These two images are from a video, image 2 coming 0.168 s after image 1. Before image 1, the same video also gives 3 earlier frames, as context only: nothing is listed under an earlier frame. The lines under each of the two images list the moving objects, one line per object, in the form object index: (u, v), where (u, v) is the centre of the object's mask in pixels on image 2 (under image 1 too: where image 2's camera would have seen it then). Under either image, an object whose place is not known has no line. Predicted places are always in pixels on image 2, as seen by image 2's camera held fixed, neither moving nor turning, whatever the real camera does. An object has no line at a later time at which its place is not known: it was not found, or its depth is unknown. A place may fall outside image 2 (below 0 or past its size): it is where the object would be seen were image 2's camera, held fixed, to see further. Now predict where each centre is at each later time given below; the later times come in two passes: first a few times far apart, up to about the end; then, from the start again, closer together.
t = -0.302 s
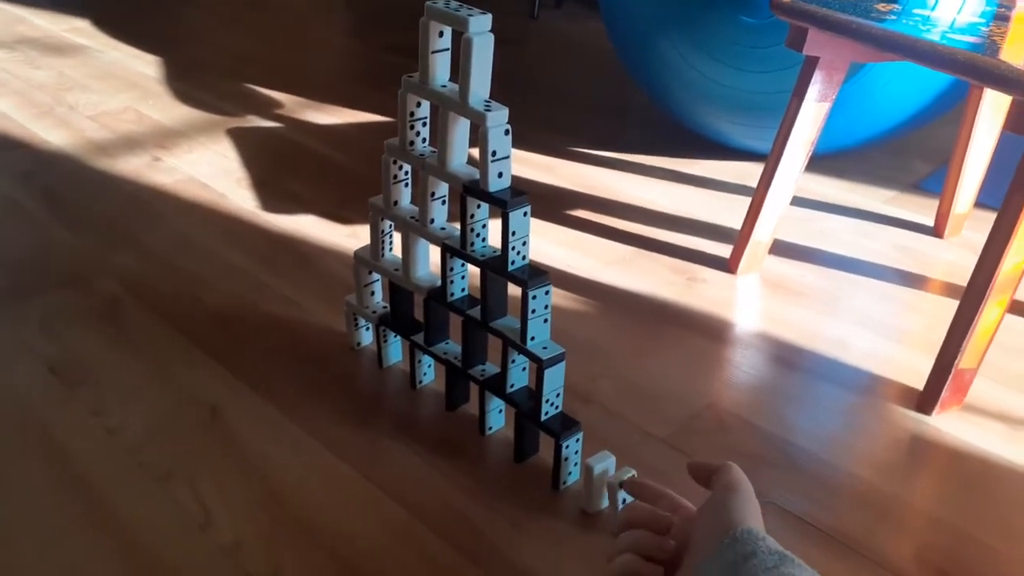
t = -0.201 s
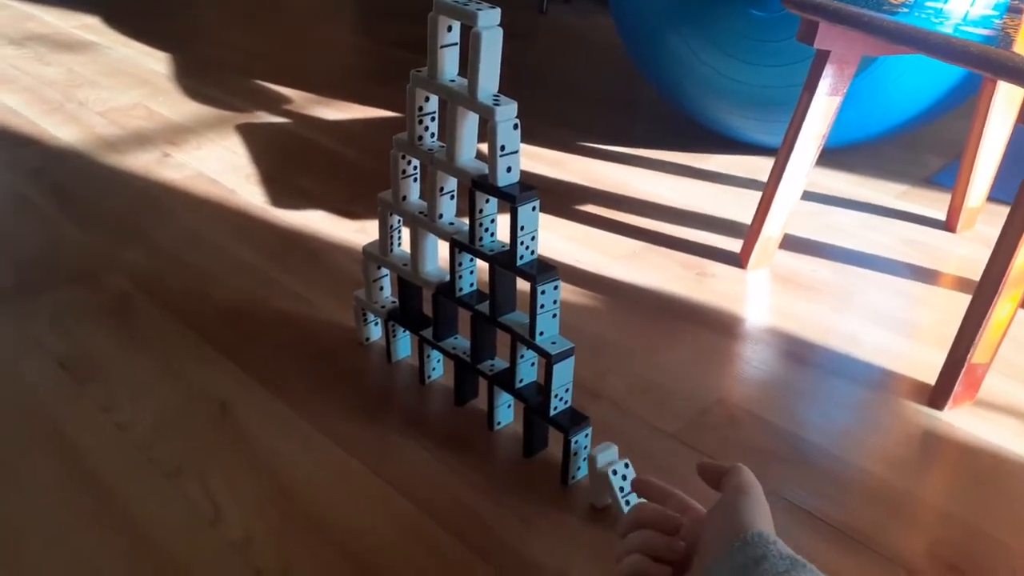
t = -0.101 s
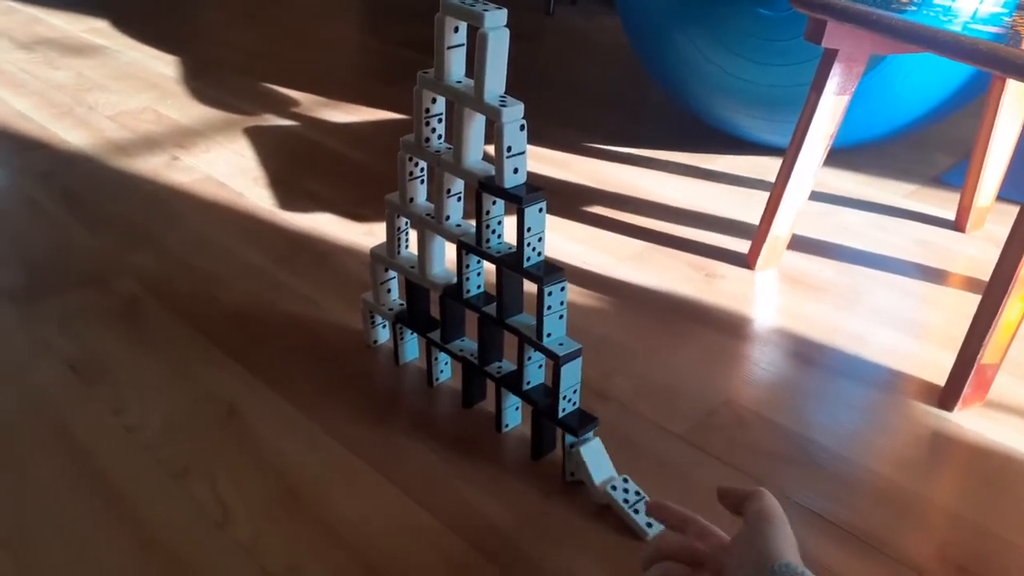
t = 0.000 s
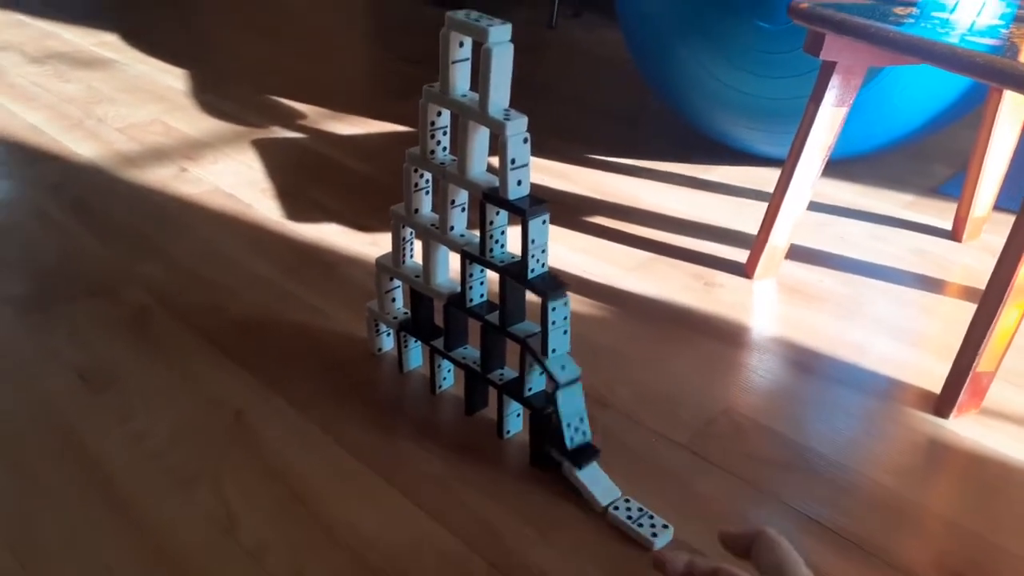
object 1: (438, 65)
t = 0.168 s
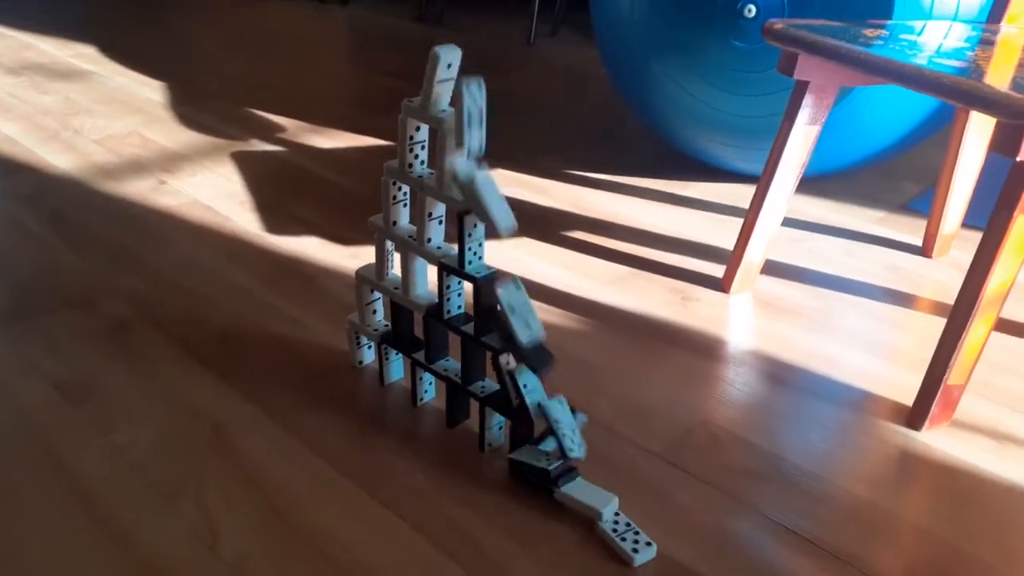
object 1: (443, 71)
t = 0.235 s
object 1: (452, 93)
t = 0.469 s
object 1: (295, 307)
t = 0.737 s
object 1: (220, 275)
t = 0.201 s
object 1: (445, 70)
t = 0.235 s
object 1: (452, 93)
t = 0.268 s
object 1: (458, 130)
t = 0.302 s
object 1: (461, 192)
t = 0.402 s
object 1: (342, 299)
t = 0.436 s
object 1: (316, 306)
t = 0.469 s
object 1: (295, 307)
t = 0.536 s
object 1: (262, 303)
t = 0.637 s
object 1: (233, 285)
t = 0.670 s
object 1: (227, 281)
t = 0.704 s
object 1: (223, 277)
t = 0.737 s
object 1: (220, 275)
